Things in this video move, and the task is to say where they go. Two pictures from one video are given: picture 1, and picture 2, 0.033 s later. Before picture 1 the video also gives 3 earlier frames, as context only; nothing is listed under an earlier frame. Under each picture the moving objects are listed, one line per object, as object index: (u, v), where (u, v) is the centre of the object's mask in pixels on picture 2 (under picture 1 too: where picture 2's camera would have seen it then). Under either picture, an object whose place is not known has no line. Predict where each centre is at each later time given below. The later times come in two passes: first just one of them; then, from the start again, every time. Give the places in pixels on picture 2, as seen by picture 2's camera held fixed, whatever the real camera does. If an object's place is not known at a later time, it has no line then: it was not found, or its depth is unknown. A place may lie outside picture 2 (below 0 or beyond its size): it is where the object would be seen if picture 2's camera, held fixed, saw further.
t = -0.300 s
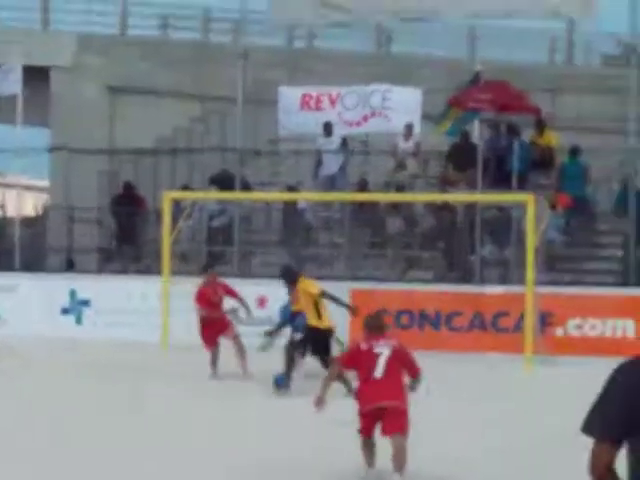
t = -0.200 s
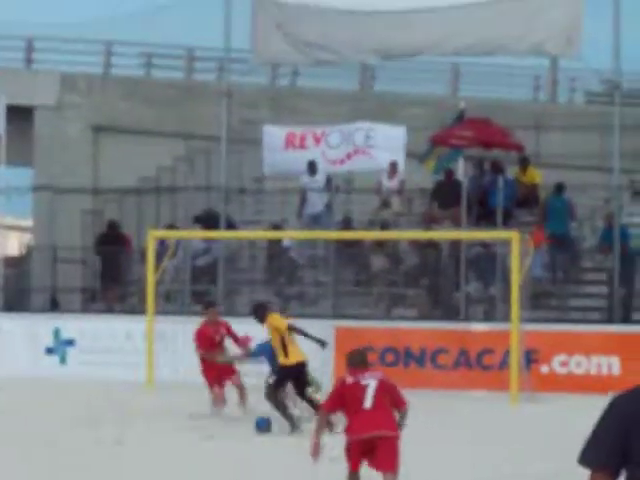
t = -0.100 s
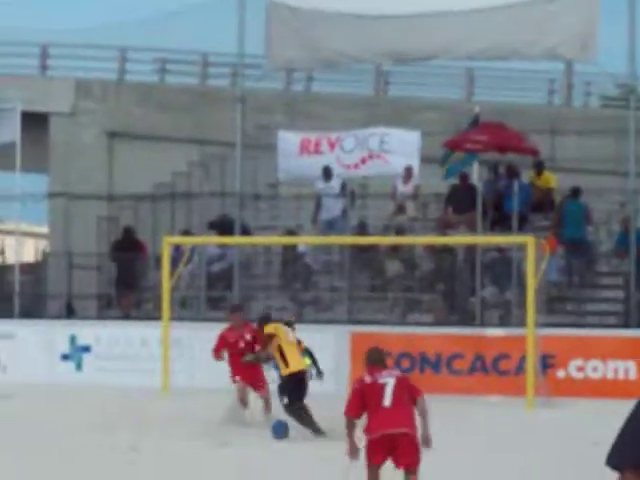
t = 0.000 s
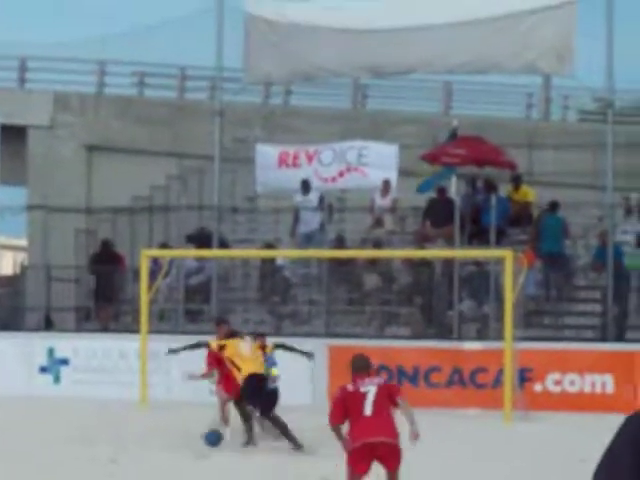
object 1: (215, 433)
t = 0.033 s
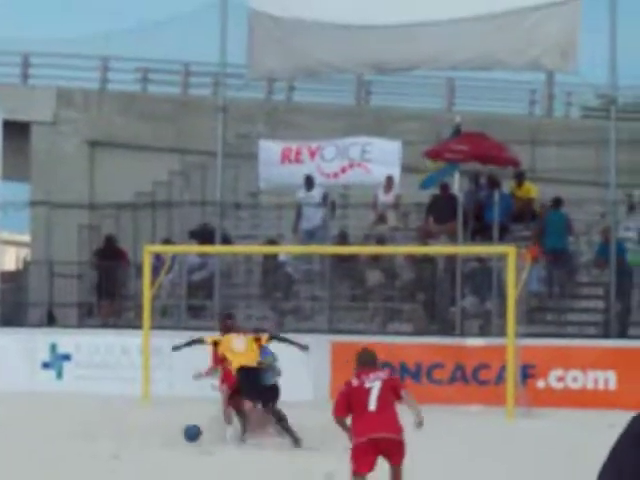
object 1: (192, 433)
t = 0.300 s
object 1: (15, 439)
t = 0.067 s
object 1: (167, 432)
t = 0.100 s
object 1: (144, 432)
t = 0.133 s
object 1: (121, 434)
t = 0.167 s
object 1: (97, 437)
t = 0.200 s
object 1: (73, 440)
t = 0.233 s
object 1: (52, 440)
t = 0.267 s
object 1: (33, 439)
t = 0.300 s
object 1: (15, 439)
